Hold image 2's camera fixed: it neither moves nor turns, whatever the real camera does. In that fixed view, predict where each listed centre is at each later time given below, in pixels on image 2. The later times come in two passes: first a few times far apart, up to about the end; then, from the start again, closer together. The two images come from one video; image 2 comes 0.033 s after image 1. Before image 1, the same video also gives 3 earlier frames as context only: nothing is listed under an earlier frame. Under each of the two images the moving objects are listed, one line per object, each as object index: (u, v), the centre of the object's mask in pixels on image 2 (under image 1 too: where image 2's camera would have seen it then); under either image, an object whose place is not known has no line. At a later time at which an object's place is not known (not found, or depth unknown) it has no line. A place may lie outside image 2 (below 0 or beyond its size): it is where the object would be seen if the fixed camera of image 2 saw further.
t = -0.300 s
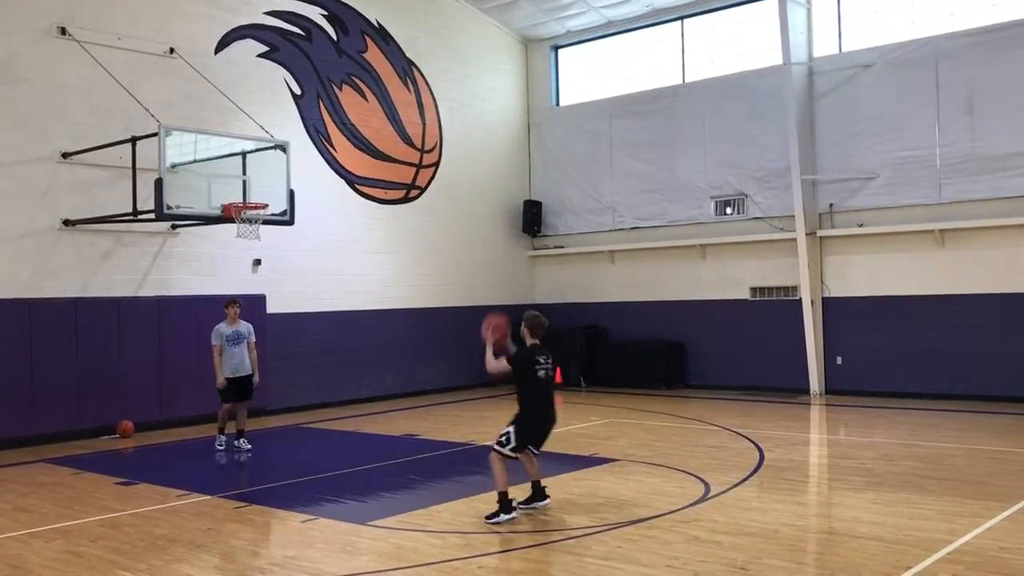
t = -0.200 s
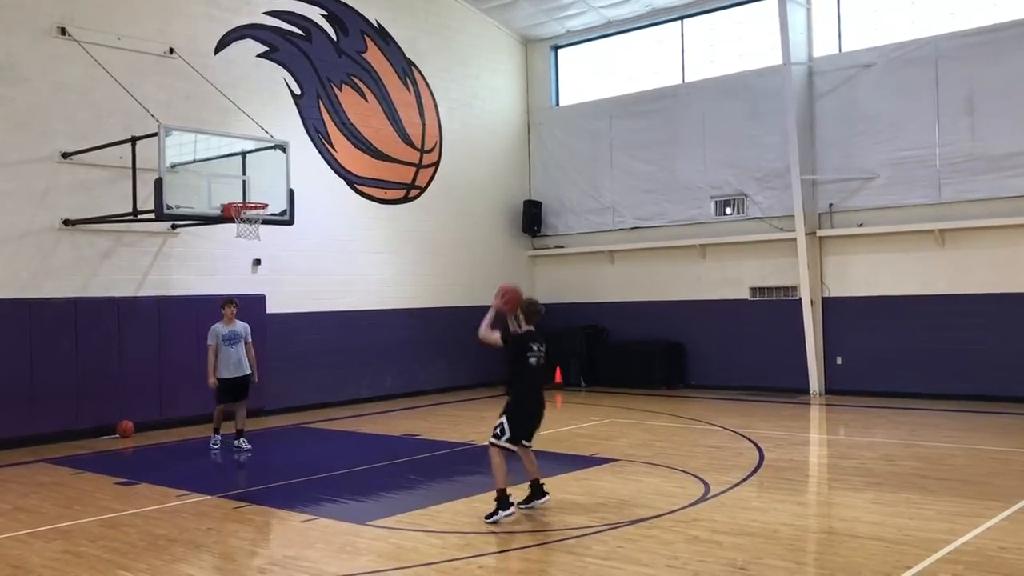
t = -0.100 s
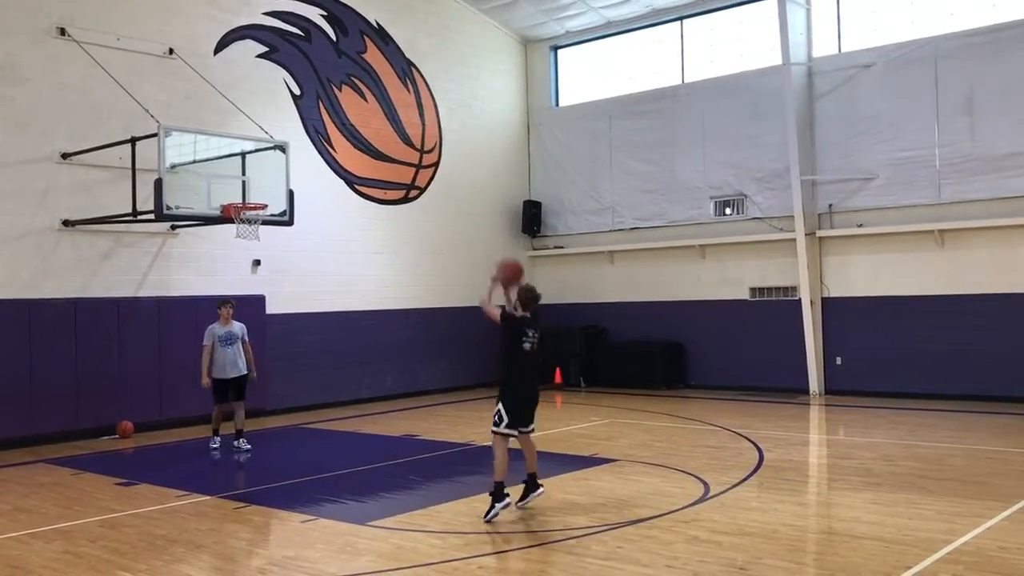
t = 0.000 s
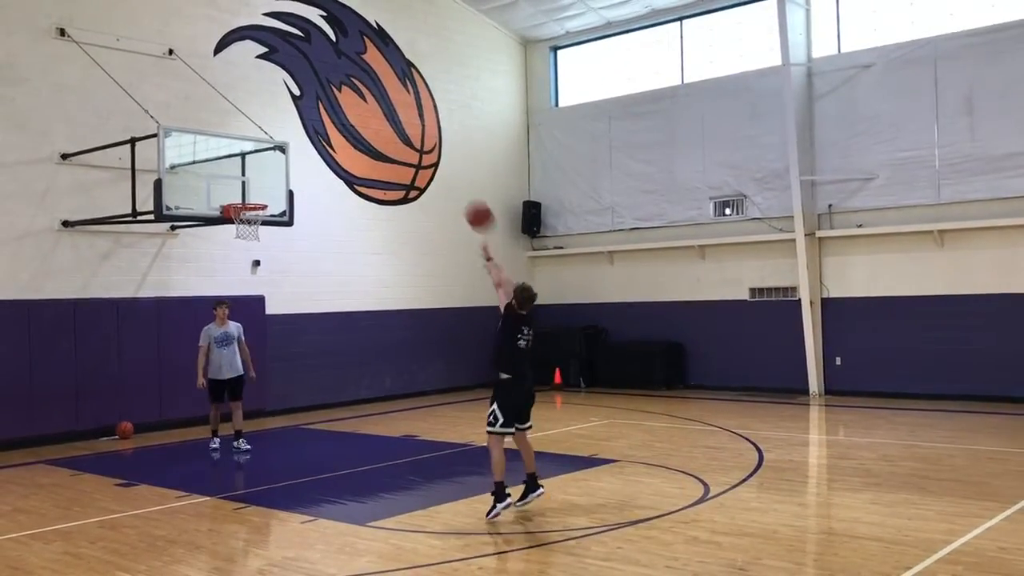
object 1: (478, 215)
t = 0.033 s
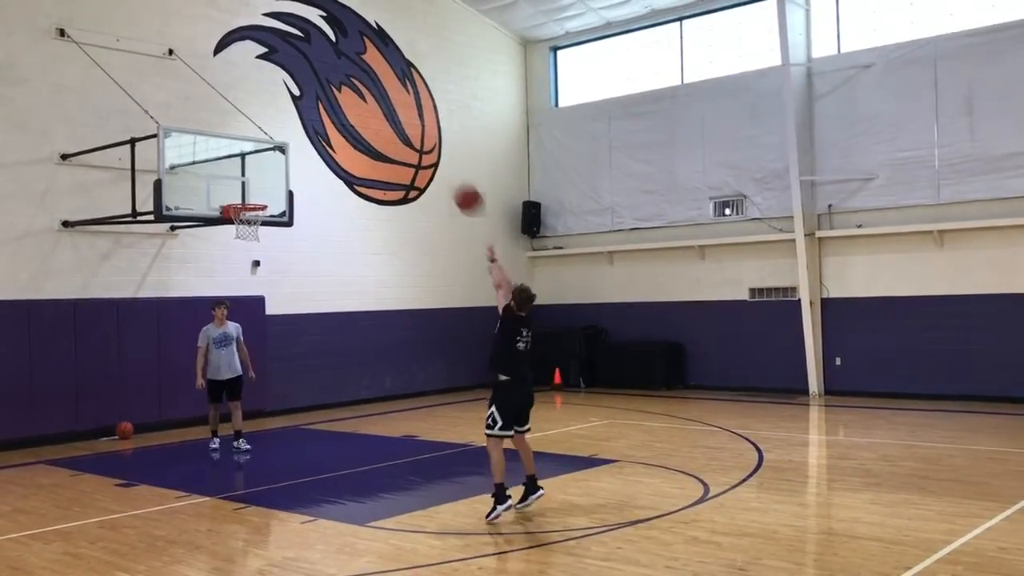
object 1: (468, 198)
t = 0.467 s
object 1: (345, 104)
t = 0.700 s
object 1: (296, 130)
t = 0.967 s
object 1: (254, 195)
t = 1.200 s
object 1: (240, 178)
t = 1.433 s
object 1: (252, 172)
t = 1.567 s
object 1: (258, 188)
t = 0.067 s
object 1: (457, 183)
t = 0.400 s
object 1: (359, 105)
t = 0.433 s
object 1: (351, 104)
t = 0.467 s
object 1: (345, 104)
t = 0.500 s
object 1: (336, 105)
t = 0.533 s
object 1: (330, 107)
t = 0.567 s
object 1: (322, 110)
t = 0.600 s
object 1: (316, 114)
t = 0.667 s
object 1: (303, 123)
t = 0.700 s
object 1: (296, 130)
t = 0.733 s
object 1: (290, 138)
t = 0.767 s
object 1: (285, 146)
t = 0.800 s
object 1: (279, 154)
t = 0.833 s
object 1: (273, 164)
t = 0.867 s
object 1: (268, 174)
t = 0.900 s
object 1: (262, 185)
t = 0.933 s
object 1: (258, 195)
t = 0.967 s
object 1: (254, 195)
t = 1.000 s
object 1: (250, 196)
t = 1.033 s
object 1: (246, 197)
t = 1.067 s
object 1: (243, 196)
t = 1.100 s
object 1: (240, 192)
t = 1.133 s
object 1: (238, 187)
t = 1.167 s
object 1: (239, 182)
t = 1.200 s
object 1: (240, 178)
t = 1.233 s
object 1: (242, 175)
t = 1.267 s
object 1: (243, 172)
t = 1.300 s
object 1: (245, 170)
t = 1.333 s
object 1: (247, 169)
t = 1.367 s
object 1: (248, 169)
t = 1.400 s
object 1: (250, 170)
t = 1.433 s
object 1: (252, 172)
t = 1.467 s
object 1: (254, 174)
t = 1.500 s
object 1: (255, 178)
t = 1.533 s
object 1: (256, 183)
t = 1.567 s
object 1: (258, 188)
